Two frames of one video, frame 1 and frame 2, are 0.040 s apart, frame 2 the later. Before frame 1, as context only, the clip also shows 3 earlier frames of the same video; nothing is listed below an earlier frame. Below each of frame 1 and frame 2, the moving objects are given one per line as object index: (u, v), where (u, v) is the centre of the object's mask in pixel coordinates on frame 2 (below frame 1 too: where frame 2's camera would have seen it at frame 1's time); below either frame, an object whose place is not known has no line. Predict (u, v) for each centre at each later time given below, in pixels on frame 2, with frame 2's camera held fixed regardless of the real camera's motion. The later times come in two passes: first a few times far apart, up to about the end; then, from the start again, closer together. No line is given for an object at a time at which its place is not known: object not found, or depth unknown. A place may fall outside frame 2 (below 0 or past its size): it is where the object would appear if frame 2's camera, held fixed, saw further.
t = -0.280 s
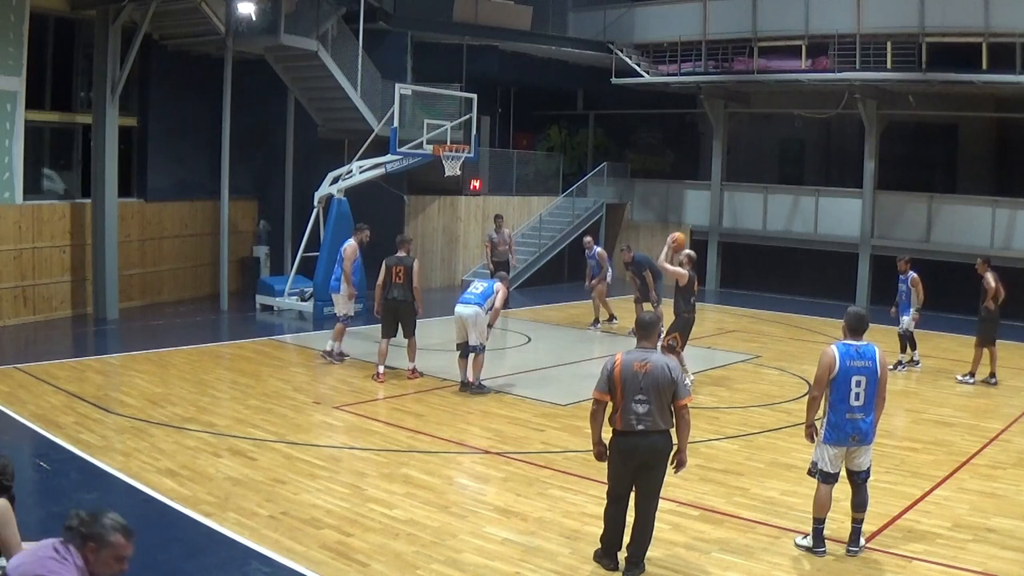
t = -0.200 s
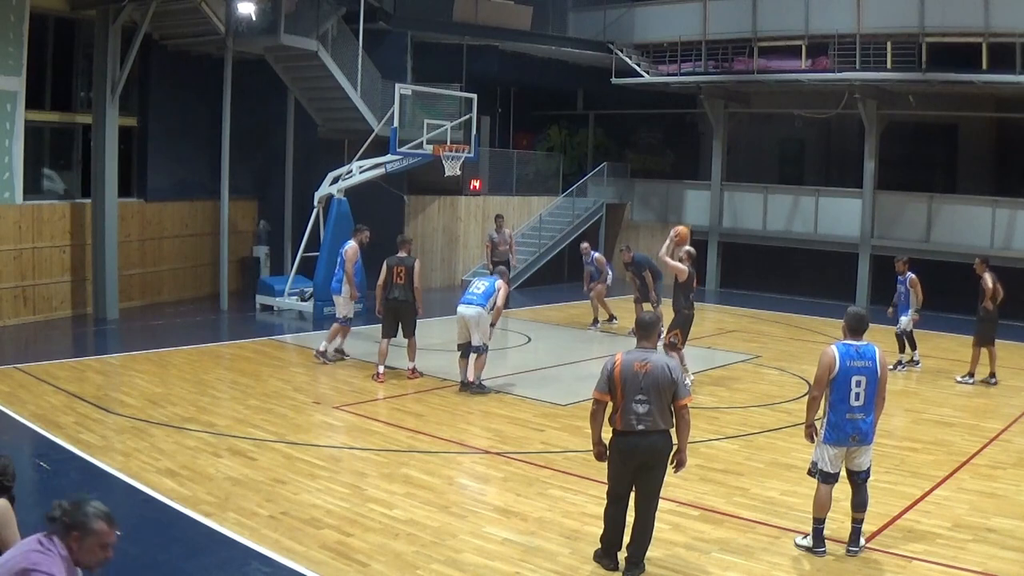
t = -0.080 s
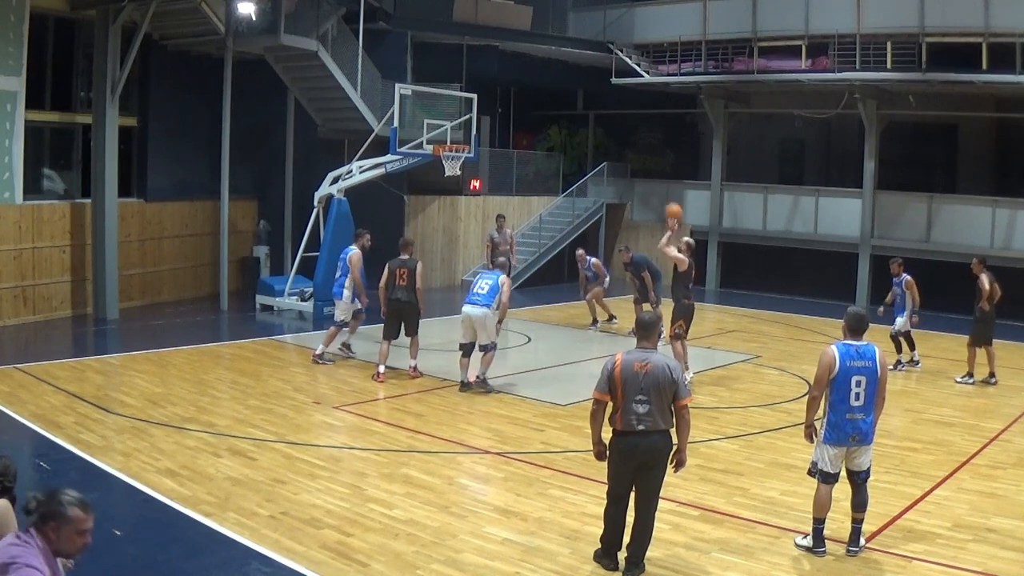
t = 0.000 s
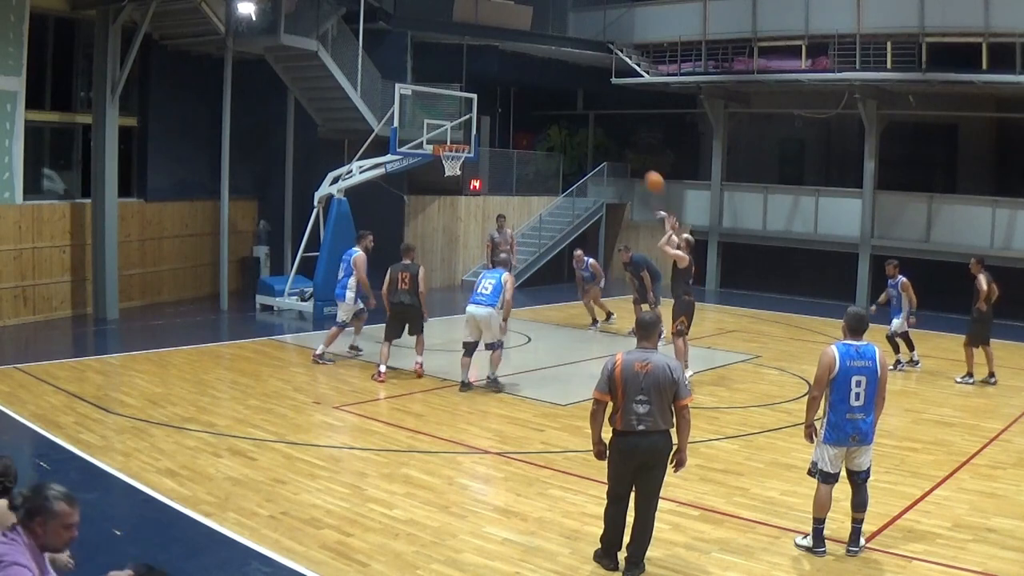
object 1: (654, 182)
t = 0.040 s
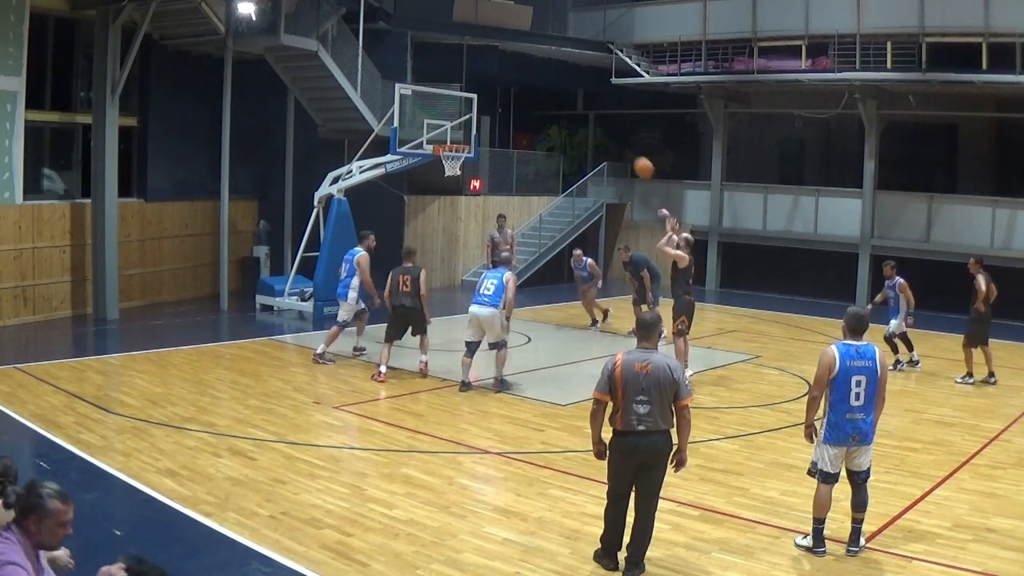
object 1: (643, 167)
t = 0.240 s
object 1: (593, 117)
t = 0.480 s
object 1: (537, 97)
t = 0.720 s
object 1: (487, 114)
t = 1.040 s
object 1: (448, 177)
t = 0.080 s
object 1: (633, 155)
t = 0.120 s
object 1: (622, 143)
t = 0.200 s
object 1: (602, 125)
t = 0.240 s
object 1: (593, 117)
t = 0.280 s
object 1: (583, 111)
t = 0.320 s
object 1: (574, 106)
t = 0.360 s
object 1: (564, 102)
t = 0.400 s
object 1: (555, 99)
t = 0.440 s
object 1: (546, 97)
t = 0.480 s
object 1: (537, 97)
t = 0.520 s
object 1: (528, 97)
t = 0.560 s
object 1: (520, 99)
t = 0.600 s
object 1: (511, 101)
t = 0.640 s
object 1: (503, 105)
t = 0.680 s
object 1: (495, 109)
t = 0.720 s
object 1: (487, 114)
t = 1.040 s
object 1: (448, 177)
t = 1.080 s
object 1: (448, 185)
